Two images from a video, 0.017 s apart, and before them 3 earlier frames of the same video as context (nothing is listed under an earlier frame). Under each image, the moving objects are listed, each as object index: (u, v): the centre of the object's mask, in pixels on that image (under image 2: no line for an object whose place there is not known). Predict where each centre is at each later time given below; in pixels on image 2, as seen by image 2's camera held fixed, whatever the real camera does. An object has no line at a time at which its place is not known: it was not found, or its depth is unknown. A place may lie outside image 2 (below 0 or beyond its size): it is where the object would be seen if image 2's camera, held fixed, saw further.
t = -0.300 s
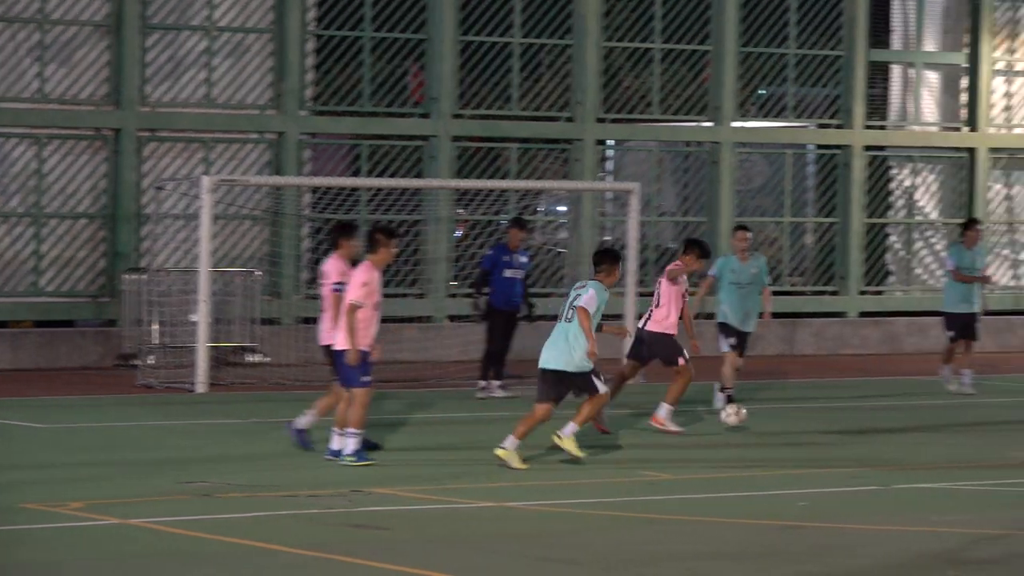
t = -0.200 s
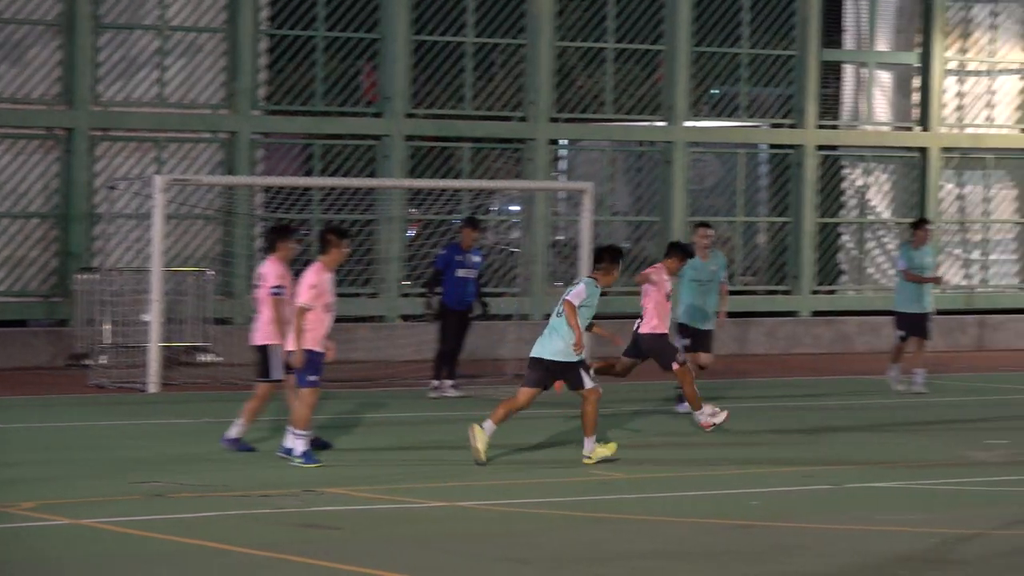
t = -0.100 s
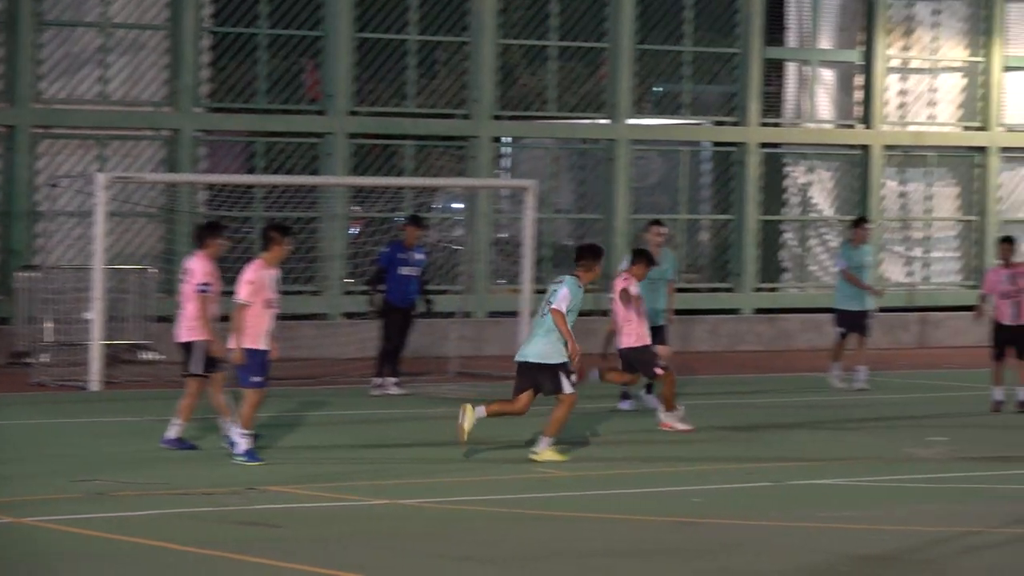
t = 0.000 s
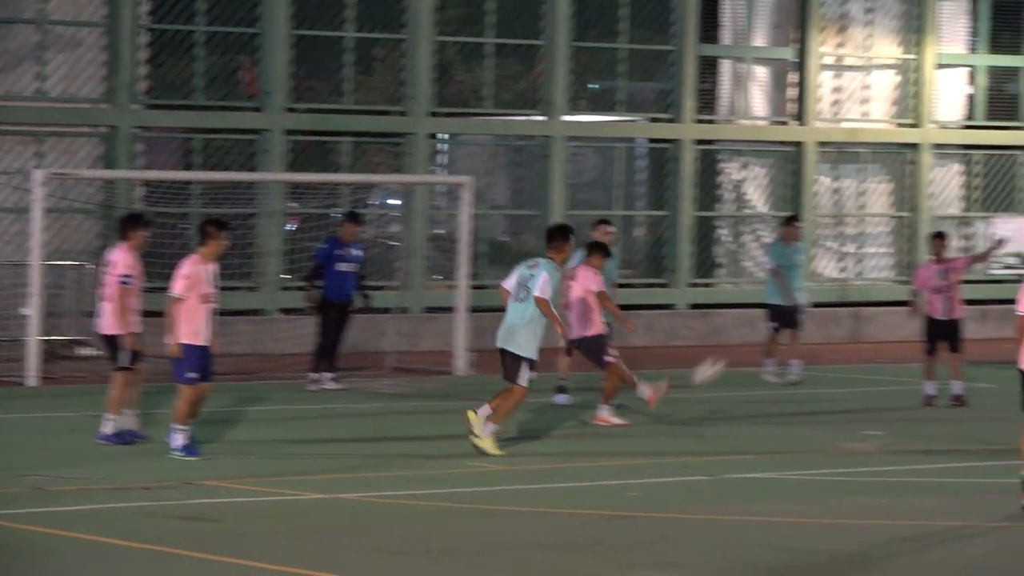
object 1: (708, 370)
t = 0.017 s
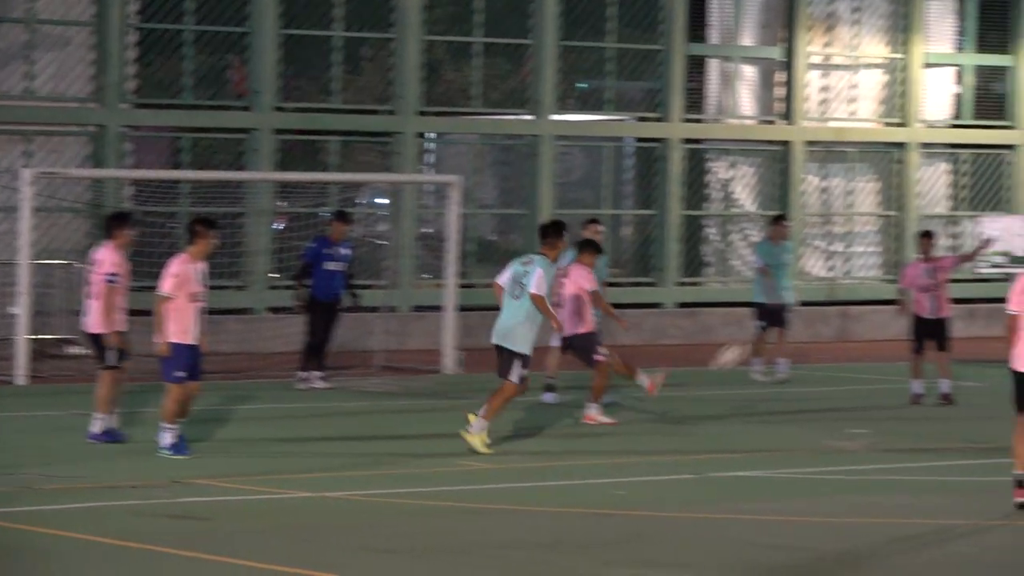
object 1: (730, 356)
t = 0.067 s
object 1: (836, 313)
